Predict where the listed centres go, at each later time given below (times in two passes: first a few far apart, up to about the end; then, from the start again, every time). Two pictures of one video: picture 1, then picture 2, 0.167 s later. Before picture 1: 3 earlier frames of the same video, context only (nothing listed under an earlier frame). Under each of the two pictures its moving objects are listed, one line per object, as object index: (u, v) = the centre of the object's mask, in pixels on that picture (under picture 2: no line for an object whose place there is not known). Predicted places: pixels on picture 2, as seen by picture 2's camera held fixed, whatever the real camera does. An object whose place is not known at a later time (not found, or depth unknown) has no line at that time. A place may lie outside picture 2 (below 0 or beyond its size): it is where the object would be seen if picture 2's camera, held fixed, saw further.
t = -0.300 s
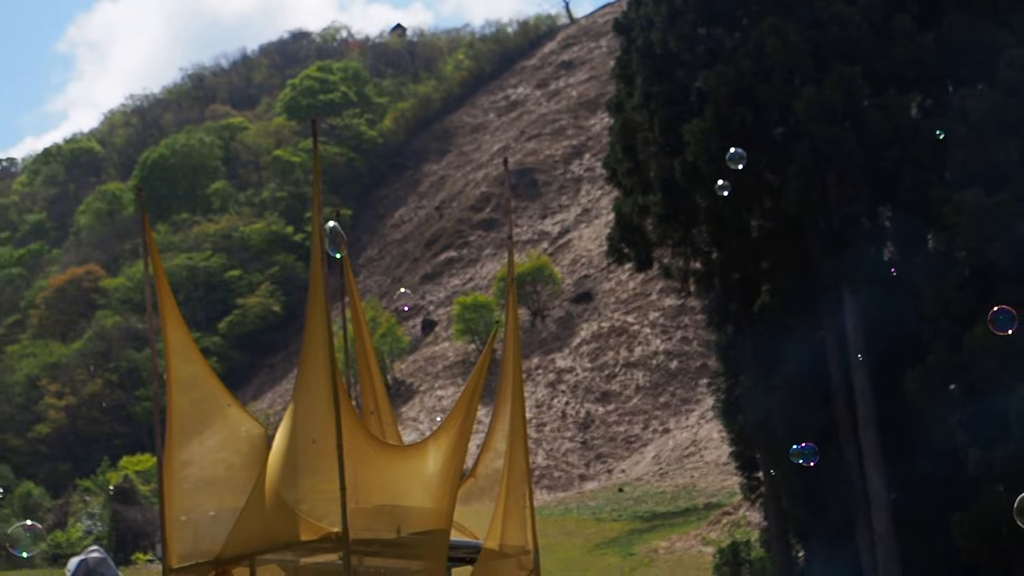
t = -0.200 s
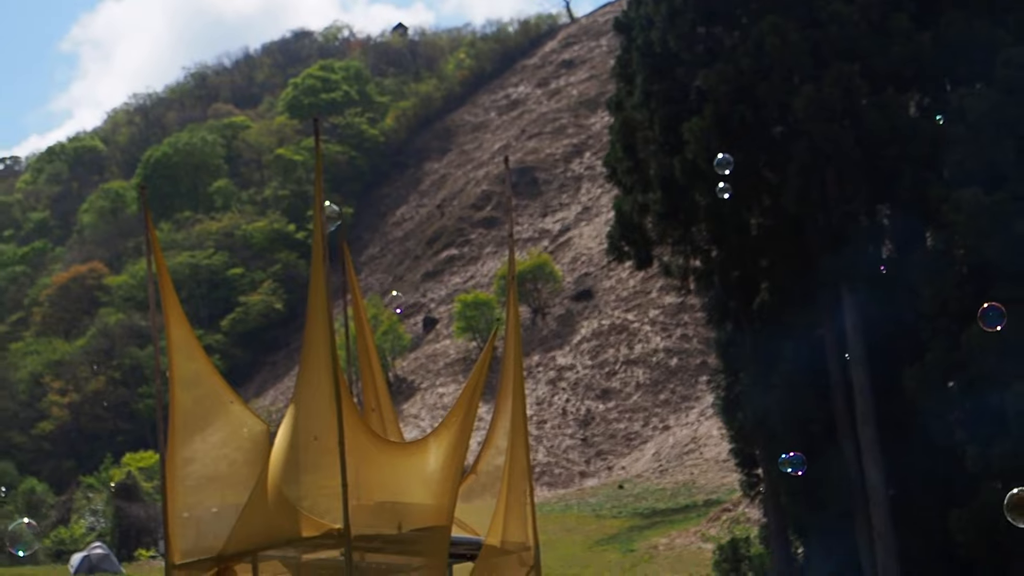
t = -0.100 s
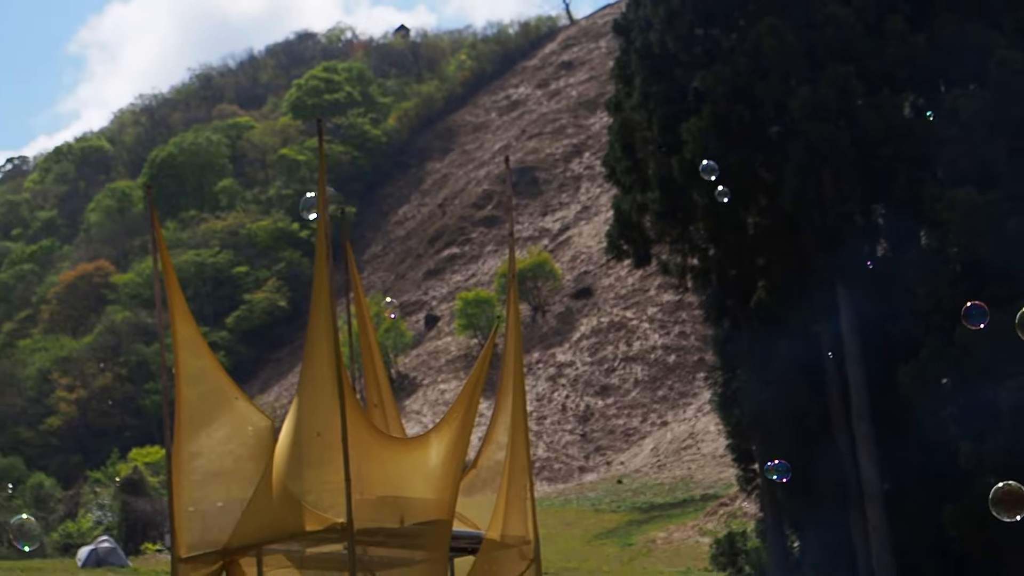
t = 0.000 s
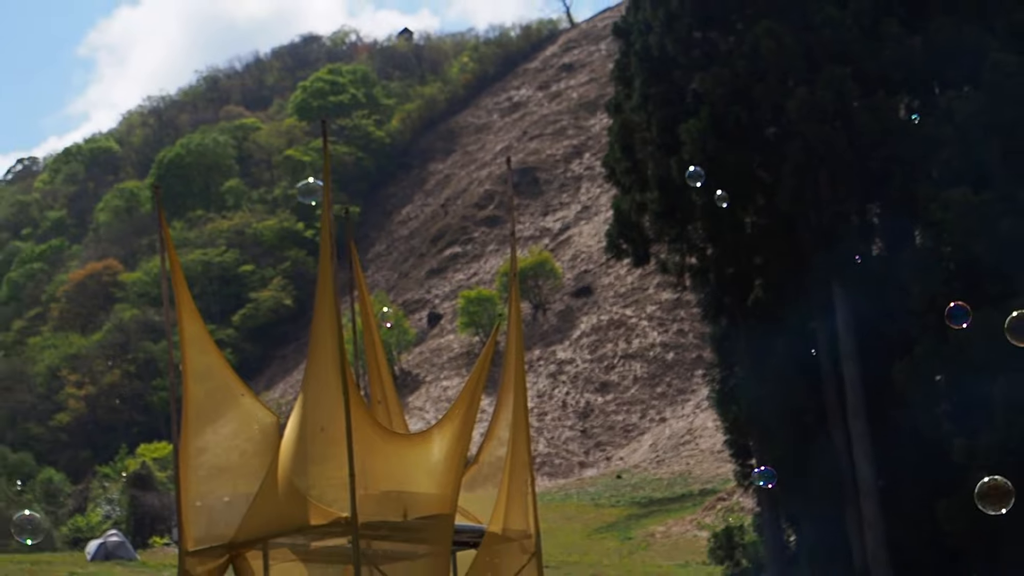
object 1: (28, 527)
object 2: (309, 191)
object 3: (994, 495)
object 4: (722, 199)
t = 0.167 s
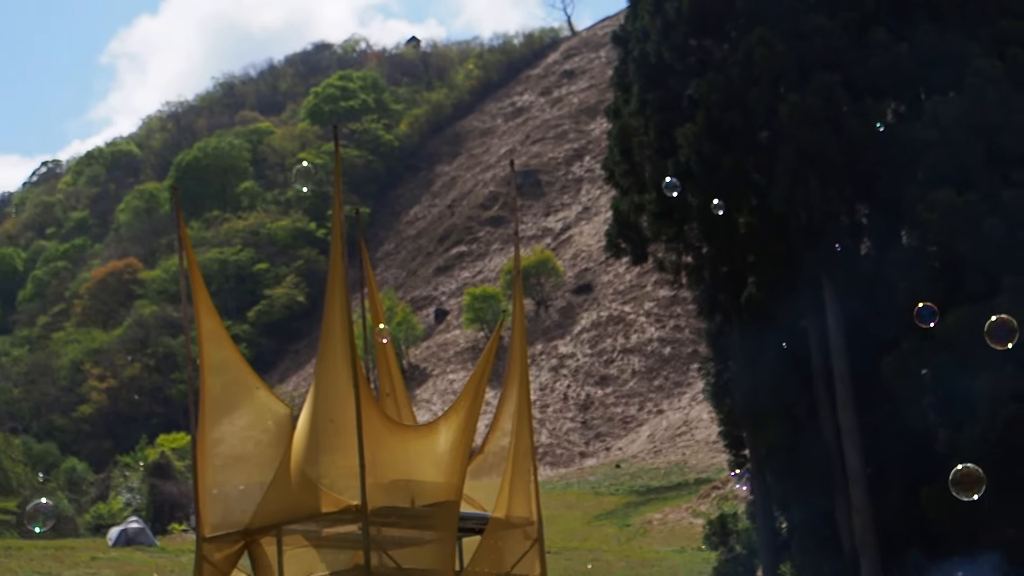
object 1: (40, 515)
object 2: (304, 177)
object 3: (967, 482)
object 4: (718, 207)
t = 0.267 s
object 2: (291, 171)
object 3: (962, 482)
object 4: (718, 212)
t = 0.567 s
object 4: (719, 225)
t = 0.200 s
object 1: (37, 516)
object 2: (299, 175)
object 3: (965, 482)
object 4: (718, 208)
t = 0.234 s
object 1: (33, 516)
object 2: (294, 173)
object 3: (964, 482)
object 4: (718, 210)
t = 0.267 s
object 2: (291, 171)
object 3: (962, 482)
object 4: (718, 212)
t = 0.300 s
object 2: (287, 169)
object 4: (719, 213)
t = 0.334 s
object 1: (27, 515)
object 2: (283, 167)
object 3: (958, 480)
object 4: (719, 215)
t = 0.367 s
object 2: (279, 165)
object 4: (719, 216)
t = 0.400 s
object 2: (274, 164)
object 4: (719, 218)
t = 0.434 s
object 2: (270, 162)
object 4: (719, 219)
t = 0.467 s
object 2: (266, 161)
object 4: (719, 221)
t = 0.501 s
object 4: (719, 222)
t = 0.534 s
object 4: (719, 224)
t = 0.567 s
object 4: (719, 225)
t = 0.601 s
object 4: (719, 227)
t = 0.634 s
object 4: (719, 229)
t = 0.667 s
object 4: (719, 231)
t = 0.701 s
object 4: (719, 232)
